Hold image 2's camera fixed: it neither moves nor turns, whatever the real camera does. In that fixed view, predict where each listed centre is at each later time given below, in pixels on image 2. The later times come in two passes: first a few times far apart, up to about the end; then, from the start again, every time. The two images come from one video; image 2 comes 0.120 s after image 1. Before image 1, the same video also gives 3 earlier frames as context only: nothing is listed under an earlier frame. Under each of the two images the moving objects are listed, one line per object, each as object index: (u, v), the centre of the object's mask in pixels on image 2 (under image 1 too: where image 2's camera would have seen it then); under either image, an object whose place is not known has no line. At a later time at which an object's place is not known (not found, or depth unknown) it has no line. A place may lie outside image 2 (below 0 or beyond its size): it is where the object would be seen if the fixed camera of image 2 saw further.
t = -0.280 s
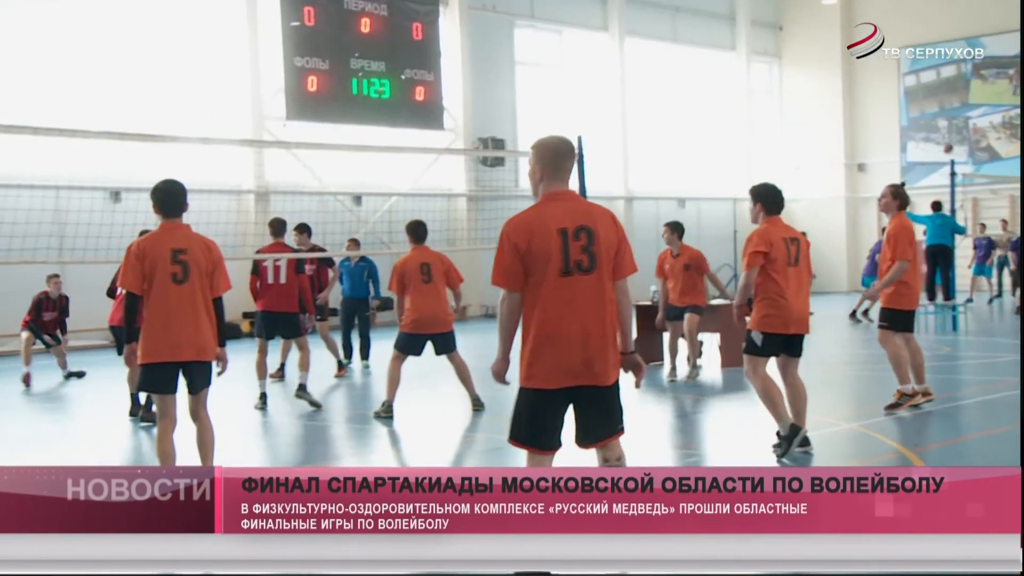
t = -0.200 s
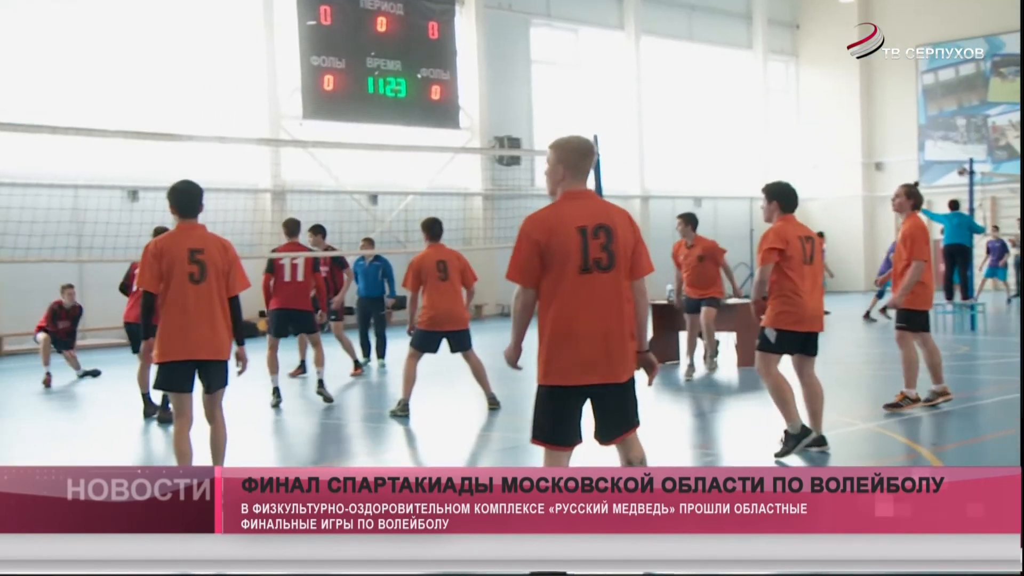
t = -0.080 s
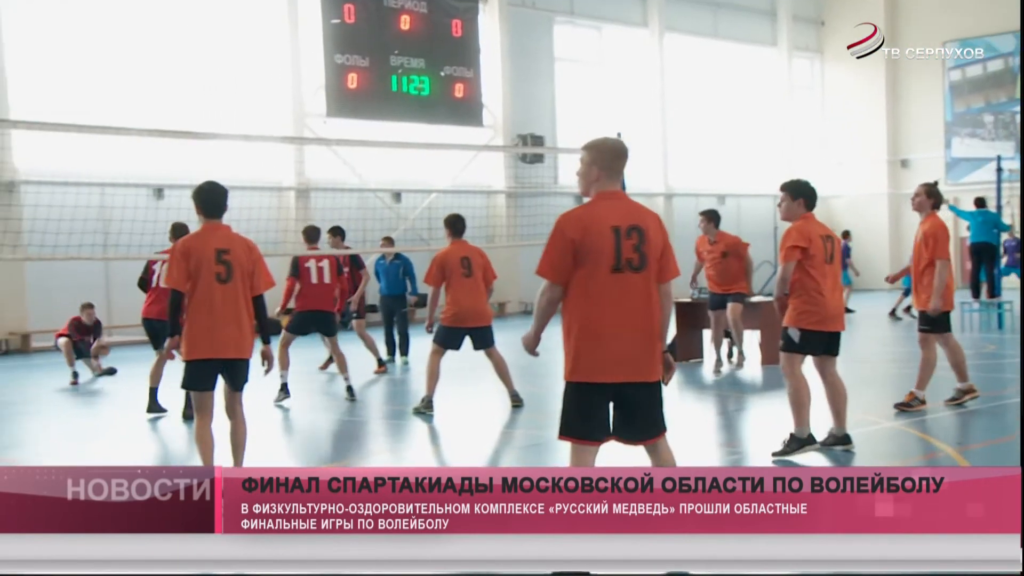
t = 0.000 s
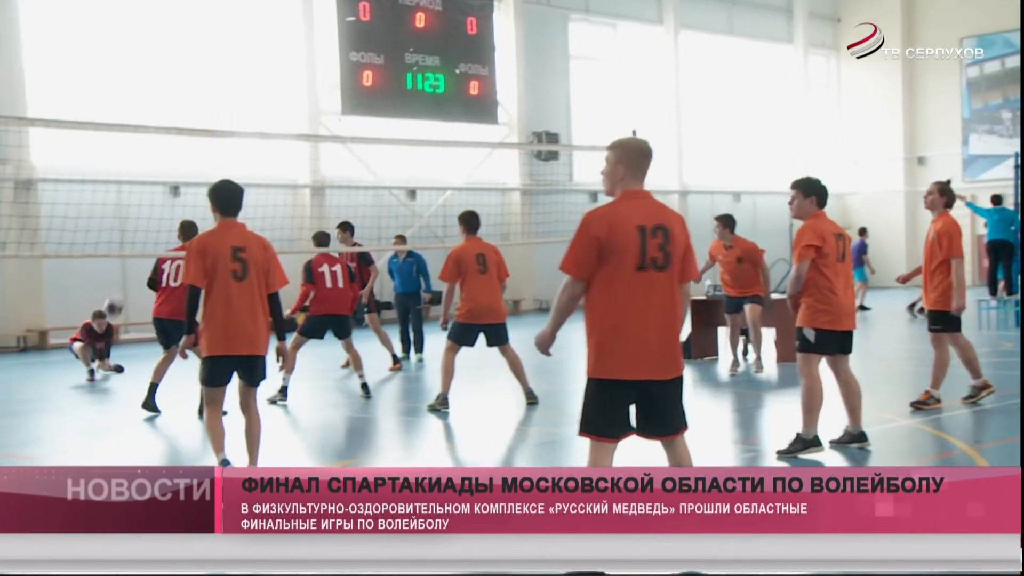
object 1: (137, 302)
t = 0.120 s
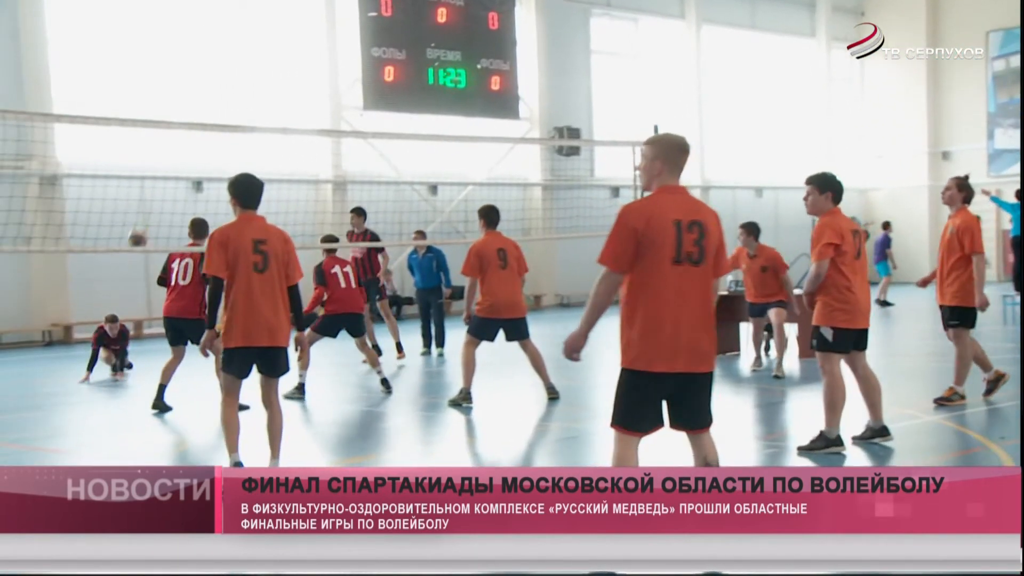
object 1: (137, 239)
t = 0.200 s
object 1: (138, 202)
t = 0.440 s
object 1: (140, 113)
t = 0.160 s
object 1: (137, 220)
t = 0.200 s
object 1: (138, 202)
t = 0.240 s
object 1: (138, 184)
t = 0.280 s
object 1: (138, 169)
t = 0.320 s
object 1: (138, 154)
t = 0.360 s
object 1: (138, 140)
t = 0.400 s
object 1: (139, 131)
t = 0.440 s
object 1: (140, 113)
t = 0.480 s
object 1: (140, 106)
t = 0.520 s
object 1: (140, 97)
